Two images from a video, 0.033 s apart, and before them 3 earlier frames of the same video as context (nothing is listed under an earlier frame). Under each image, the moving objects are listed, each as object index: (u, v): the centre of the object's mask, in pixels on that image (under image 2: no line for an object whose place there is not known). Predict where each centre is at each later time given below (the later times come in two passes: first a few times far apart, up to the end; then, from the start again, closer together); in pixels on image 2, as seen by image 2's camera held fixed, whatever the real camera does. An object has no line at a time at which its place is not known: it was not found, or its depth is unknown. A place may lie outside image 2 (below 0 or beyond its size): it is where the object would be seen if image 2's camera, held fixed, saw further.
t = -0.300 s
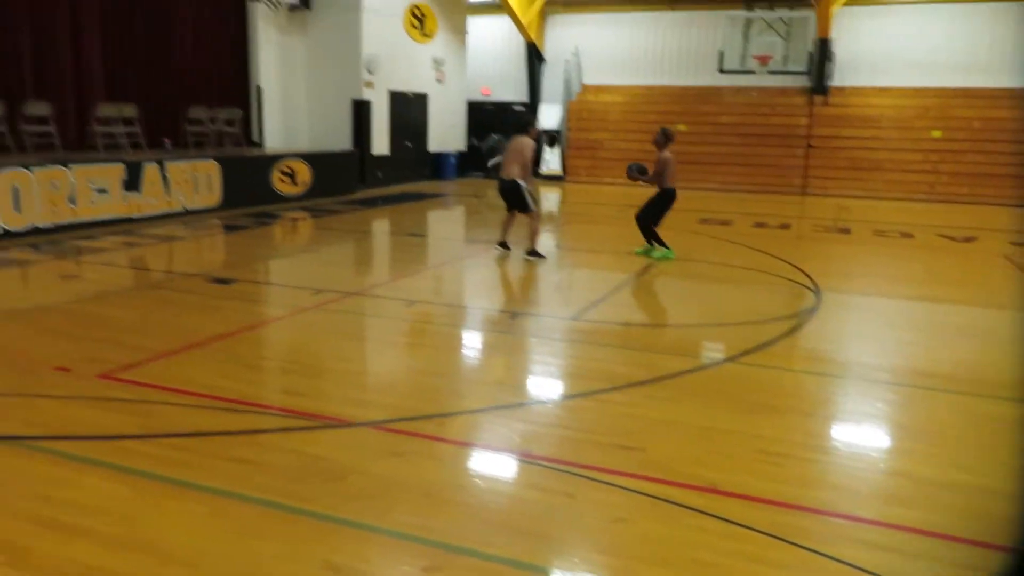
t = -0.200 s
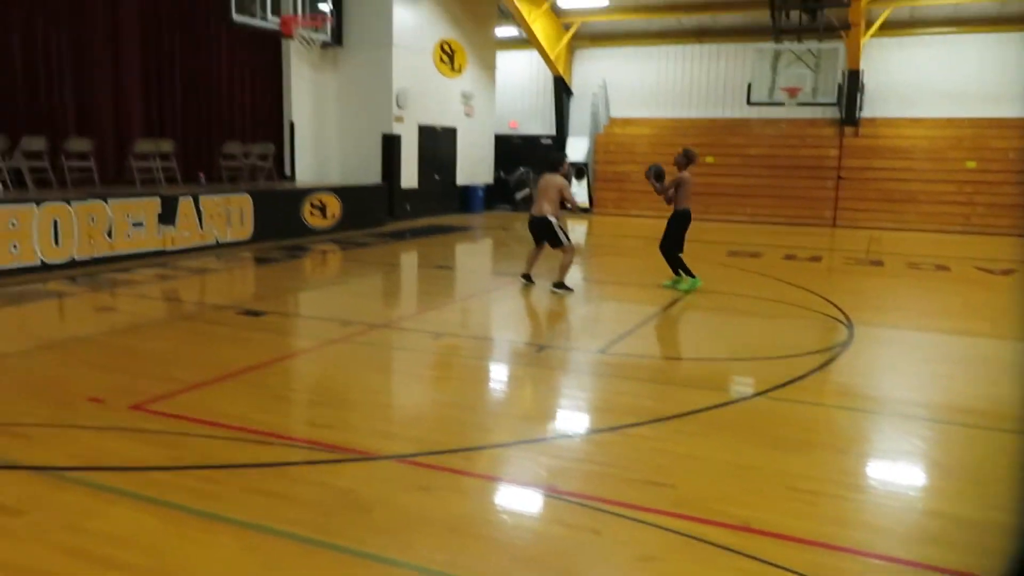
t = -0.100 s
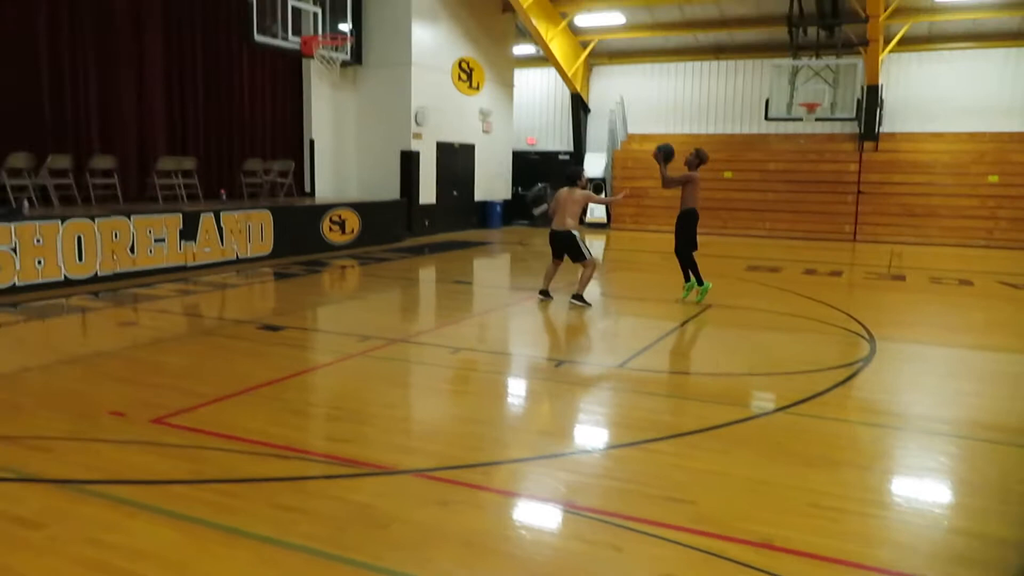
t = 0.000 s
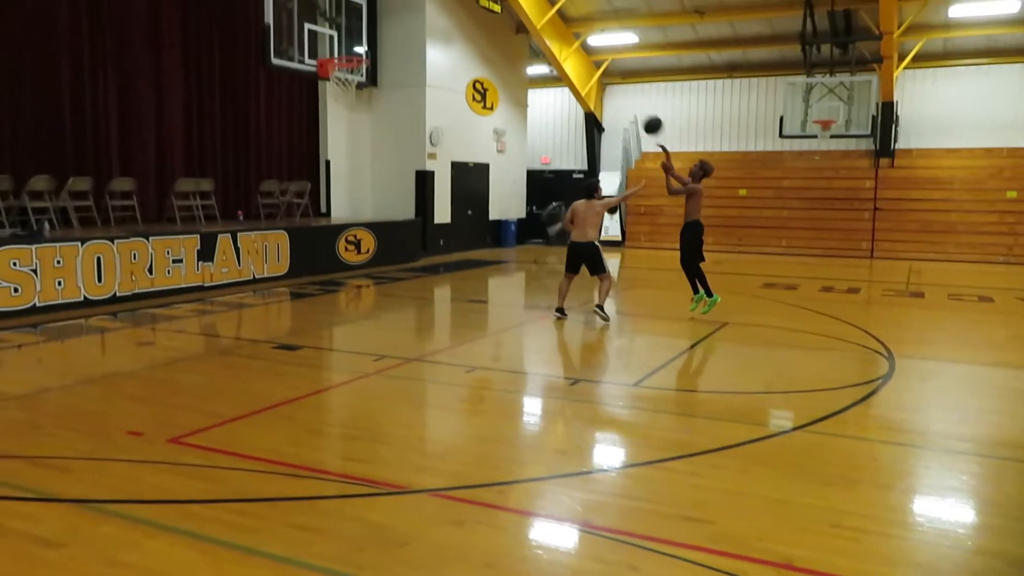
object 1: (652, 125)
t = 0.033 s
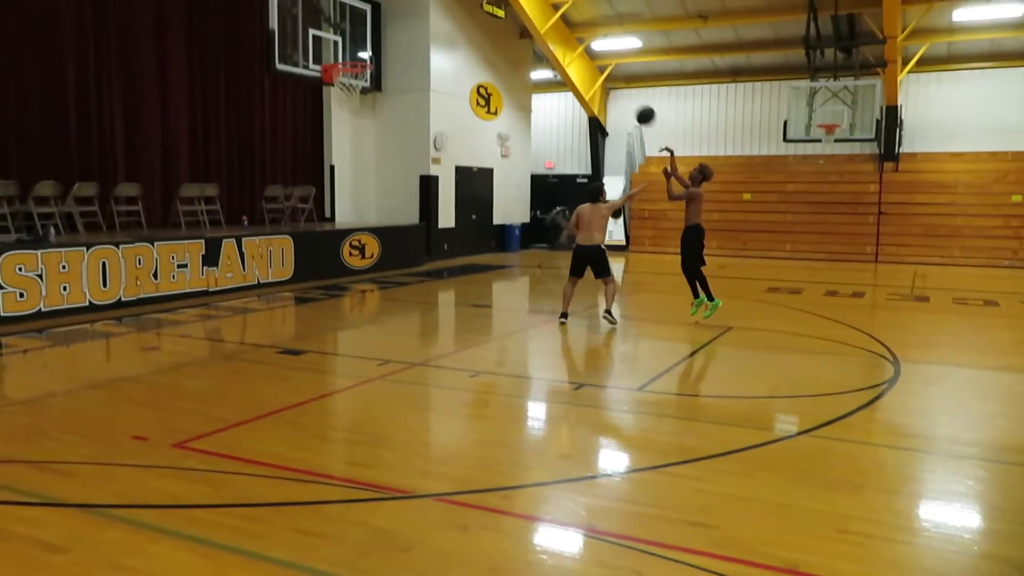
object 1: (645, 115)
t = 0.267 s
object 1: (567, 40)
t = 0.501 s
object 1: (489, 12)
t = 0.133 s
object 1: (613, 79)
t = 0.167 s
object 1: (600, 67)
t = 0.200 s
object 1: (589, 57)
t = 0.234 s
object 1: (578, 47)
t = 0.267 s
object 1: (567, 40)
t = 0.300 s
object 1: (556, 34)
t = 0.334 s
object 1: (544, 28)
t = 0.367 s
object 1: (533, 23)
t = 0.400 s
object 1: (522, 18)
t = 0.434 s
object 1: (510, 16)
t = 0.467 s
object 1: (500, 13)
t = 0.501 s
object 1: (489, 12)
